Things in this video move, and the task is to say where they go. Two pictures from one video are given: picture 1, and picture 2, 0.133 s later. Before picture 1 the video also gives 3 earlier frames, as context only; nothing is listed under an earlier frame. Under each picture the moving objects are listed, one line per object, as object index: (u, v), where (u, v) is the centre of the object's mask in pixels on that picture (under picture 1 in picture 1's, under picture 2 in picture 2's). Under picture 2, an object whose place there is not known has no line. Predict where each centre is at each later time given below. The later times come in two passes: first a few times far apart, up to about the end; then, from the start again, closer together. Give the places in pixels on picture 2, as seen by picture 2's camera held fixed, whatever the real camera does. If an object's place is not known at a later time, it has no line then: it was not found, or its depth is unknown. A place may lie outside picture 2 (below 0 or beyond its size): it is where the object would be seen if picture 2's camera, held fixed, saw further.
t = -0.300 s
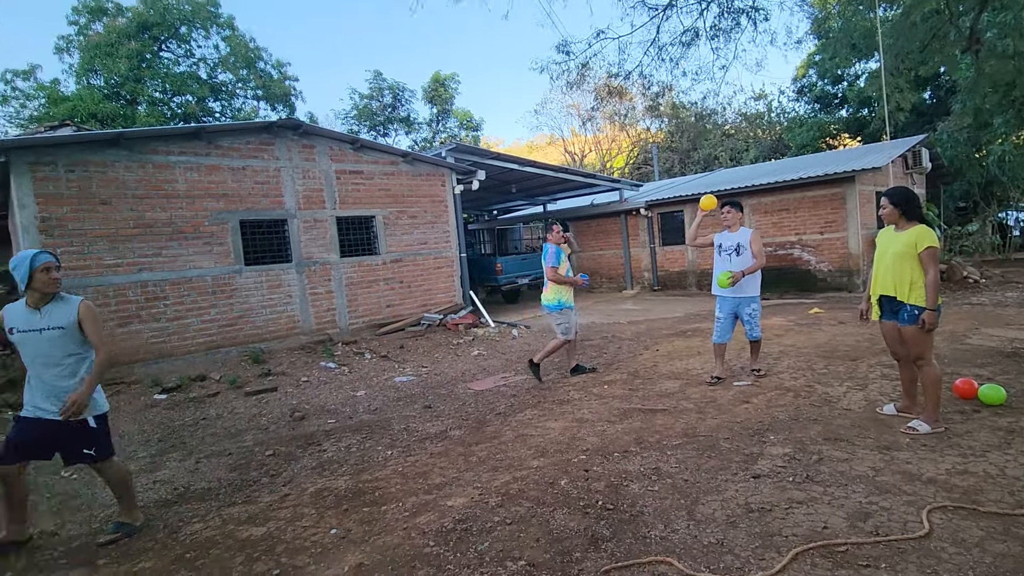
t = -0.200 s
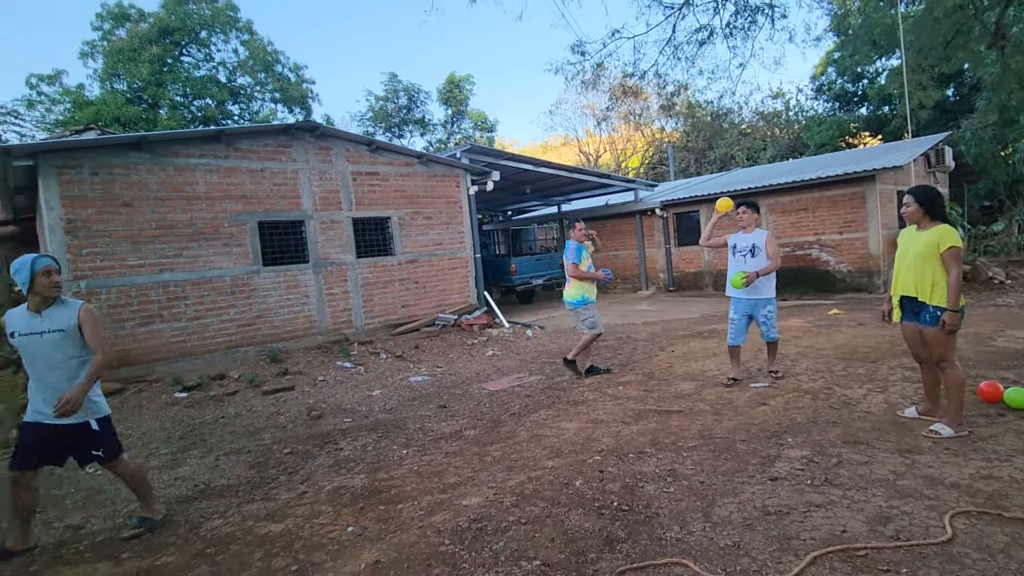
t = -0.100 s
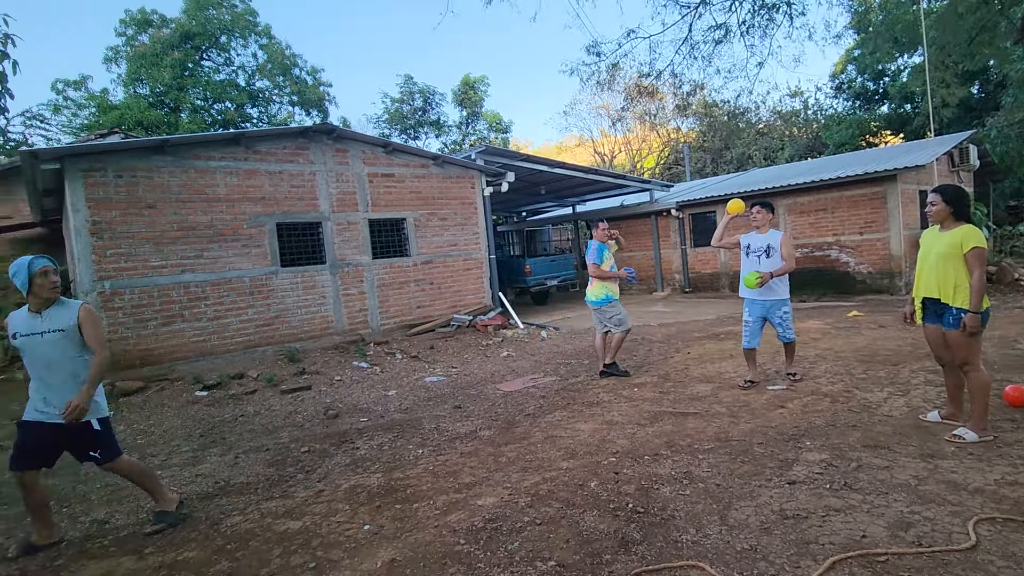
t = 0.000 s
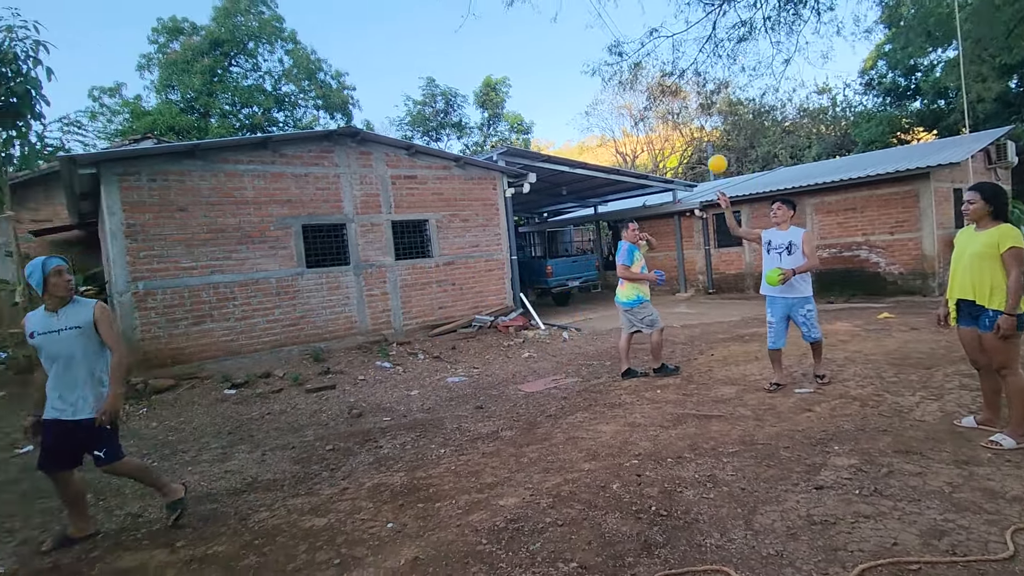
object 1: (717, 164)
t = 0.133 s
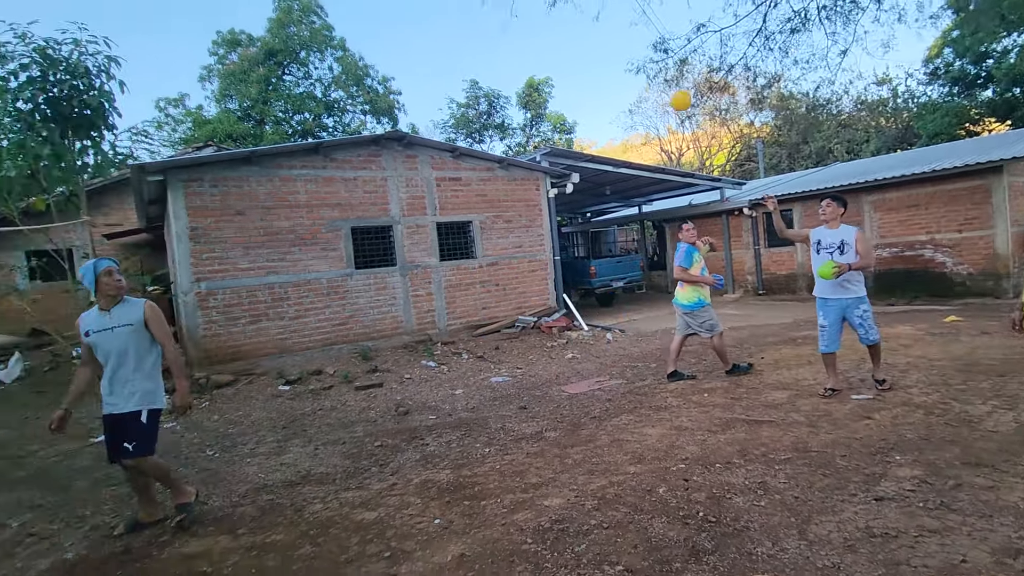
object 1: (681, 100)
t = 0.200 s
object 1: (631, 74)
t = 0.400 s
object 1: (460, 25)
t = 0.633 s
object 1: (191, 45)
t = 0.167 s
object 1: (657, 87)
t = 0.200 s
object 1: (631, 74)
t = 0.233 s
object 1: (606, 63)
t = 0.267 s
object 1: (579, 51)
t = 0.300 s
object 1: (552, 42)
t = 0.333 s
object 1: (523, 34)
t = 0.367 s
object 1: (493, 29)
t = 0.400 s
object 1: (460, 25)
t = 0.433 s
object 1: (428, 22)
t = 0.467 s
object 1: (393, 21)
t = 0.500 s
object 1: (357, 22)
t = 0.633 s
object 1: (191, 45)
